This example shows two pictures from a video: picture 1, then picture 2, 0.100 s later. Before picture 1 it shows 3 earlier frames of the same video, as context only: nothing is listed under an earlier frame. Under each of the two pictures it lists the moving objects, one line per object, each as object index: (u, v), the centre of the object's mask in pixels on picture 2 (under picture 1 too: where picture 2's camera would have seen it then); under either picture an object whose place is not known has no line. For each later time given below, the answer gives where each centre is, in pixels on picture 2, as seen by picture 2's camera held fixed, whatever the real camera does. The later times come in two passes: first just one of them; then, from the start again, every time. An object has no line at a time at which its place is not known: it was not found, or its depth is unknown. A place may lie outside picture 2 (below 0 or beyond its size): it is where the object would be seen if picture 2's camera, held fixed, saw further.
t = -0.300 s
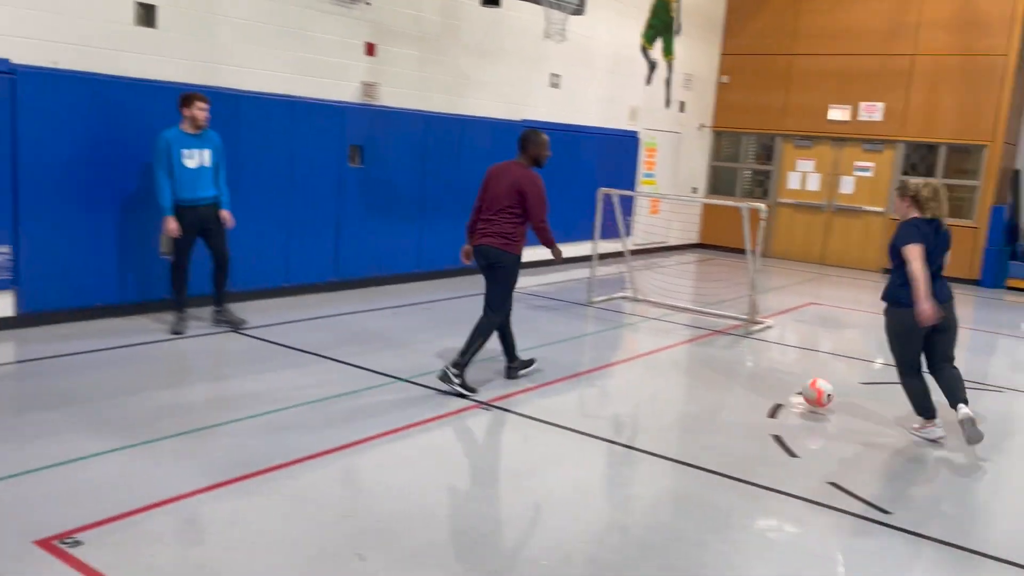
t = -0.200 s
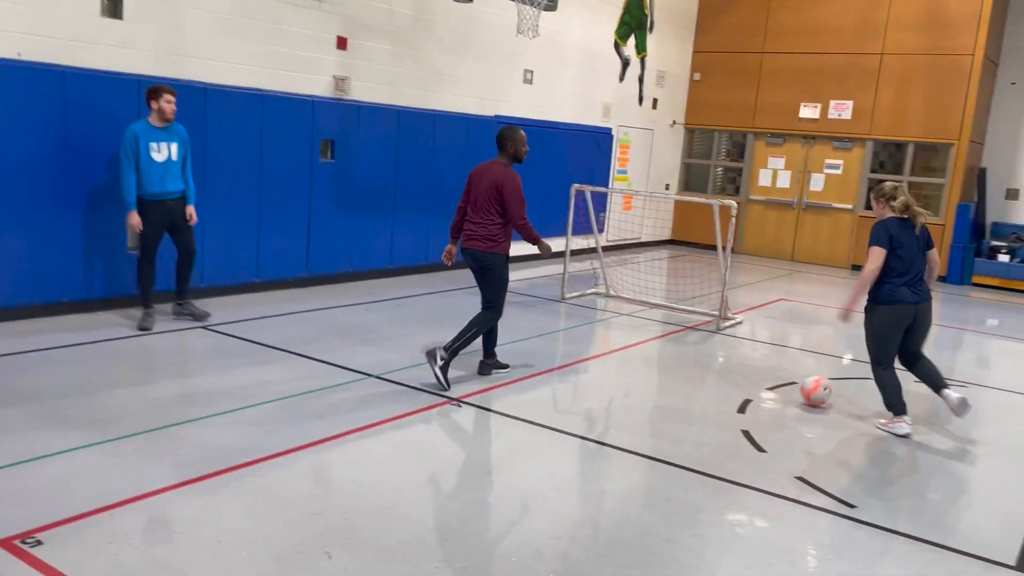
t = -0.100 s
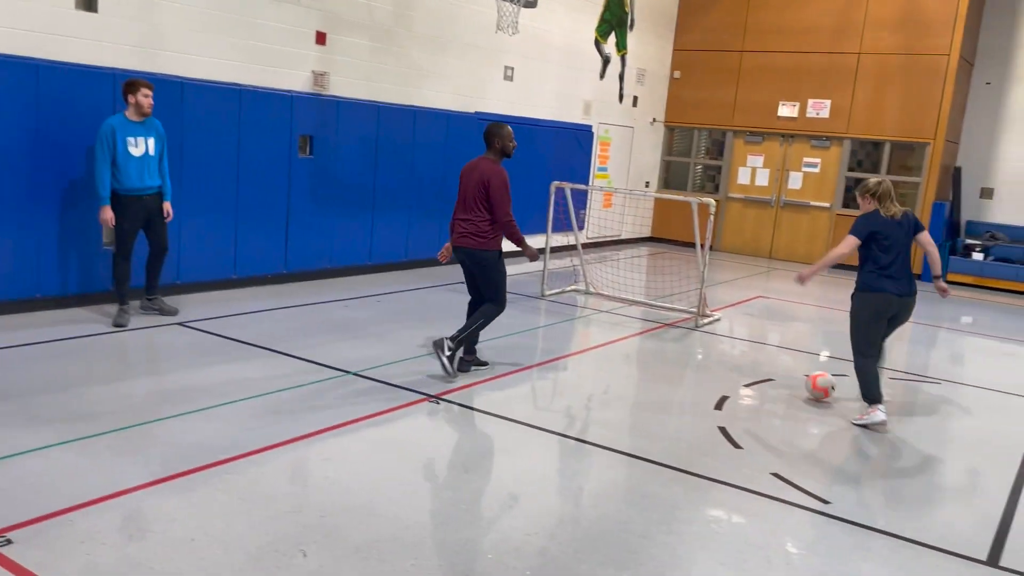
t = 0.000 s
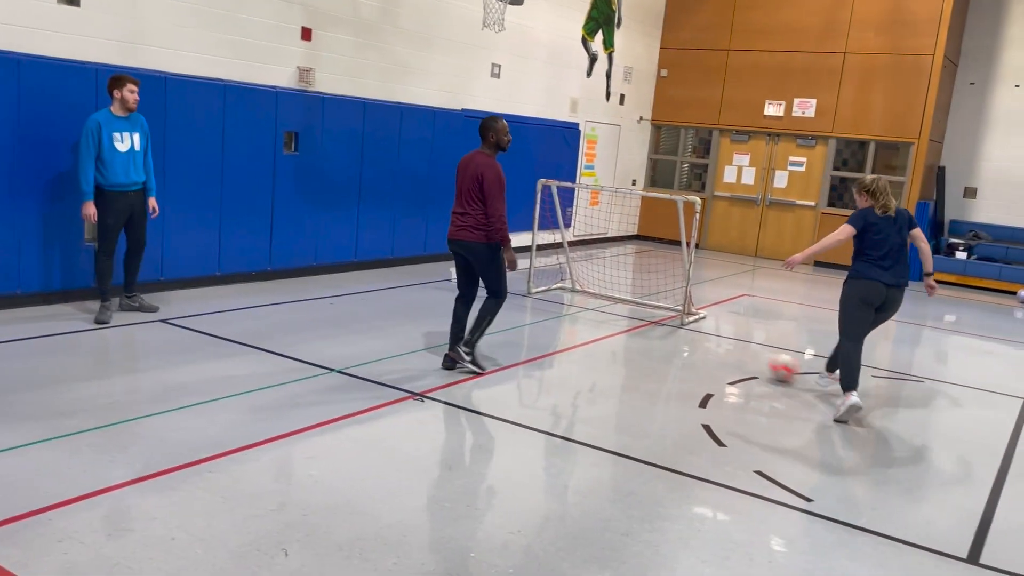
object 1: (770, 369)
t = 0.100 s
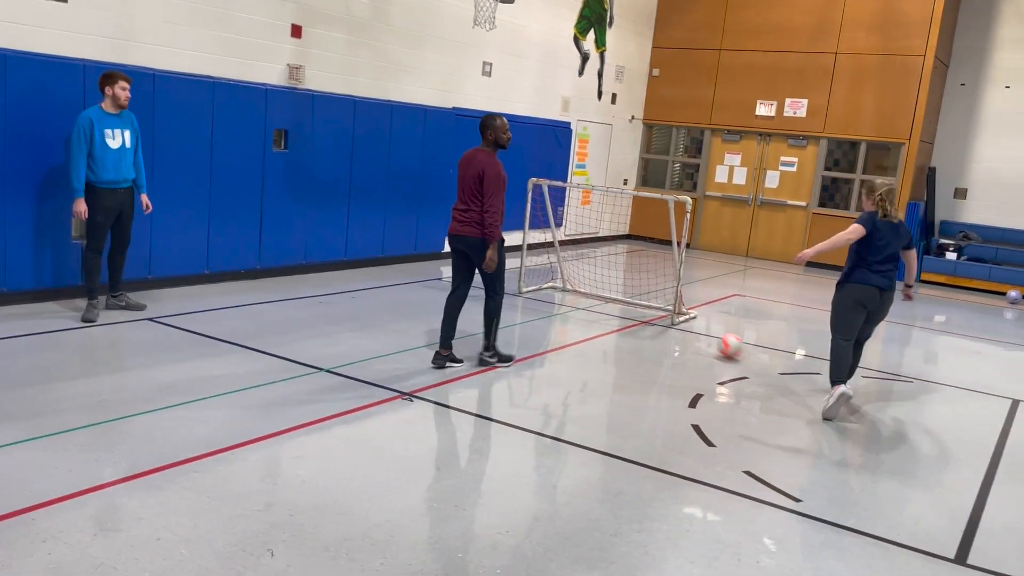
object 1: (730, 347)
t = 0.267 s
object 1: (683, 321)
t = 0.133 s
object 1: (719, 341)
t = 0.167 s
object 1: (709, 336)
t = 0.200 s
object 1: (699, 331)
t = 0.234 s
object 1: (691, 326)
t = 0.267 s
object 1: (683, 321)
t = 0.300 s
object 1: (676, 317)
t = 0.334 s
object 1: (672, 313)
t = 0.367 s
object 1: (667, 310)
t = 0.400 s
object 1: (662, 309)
